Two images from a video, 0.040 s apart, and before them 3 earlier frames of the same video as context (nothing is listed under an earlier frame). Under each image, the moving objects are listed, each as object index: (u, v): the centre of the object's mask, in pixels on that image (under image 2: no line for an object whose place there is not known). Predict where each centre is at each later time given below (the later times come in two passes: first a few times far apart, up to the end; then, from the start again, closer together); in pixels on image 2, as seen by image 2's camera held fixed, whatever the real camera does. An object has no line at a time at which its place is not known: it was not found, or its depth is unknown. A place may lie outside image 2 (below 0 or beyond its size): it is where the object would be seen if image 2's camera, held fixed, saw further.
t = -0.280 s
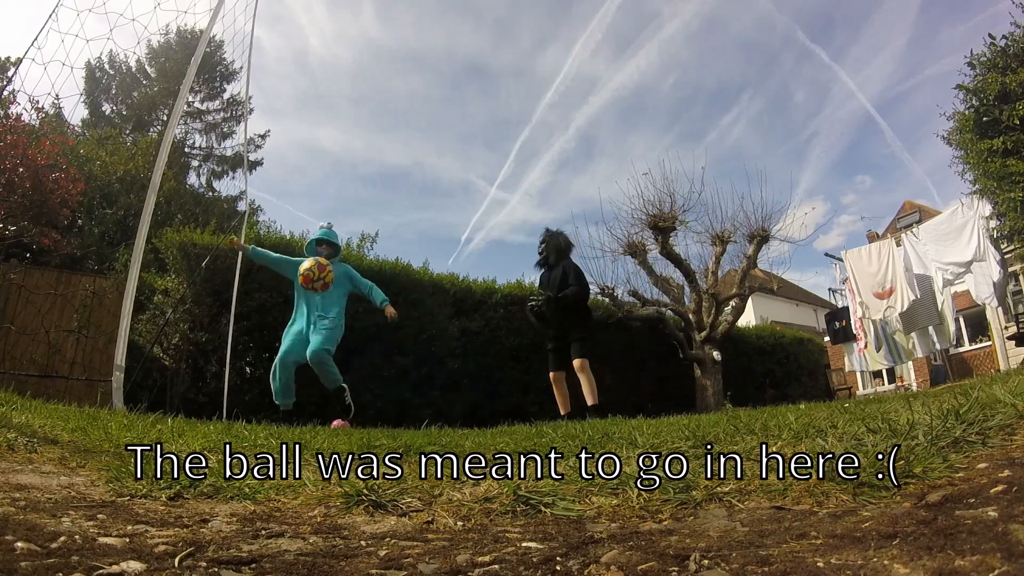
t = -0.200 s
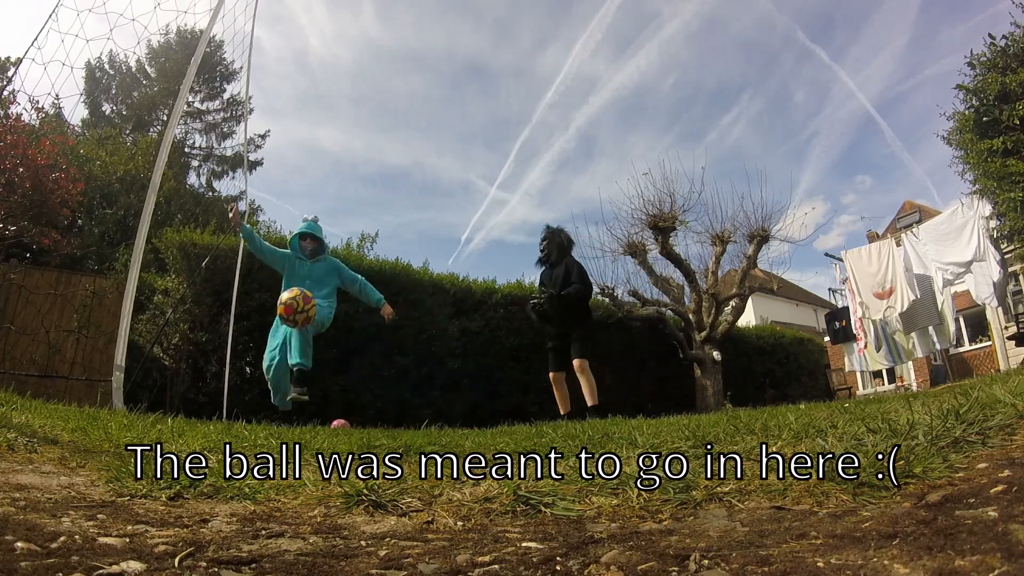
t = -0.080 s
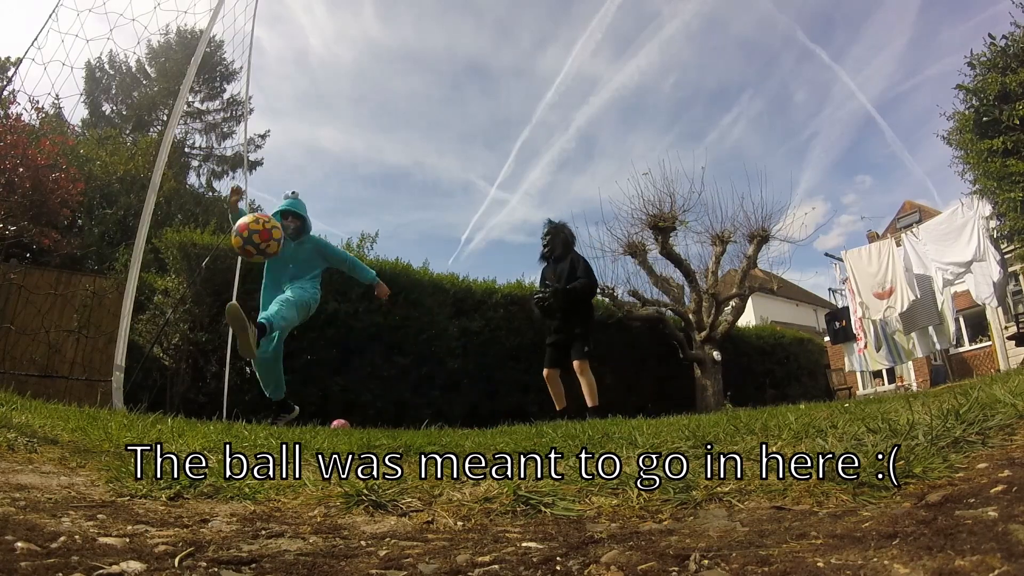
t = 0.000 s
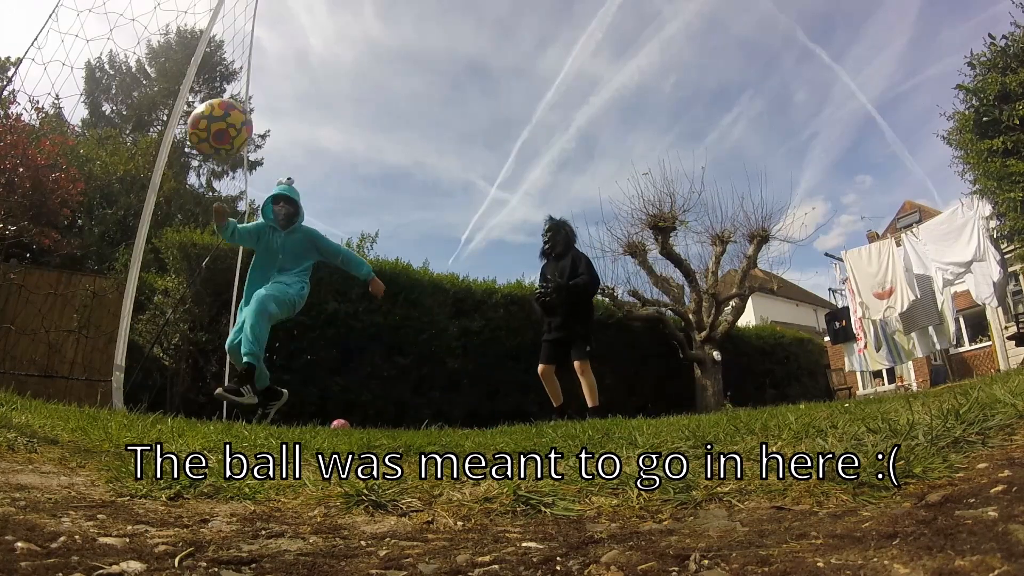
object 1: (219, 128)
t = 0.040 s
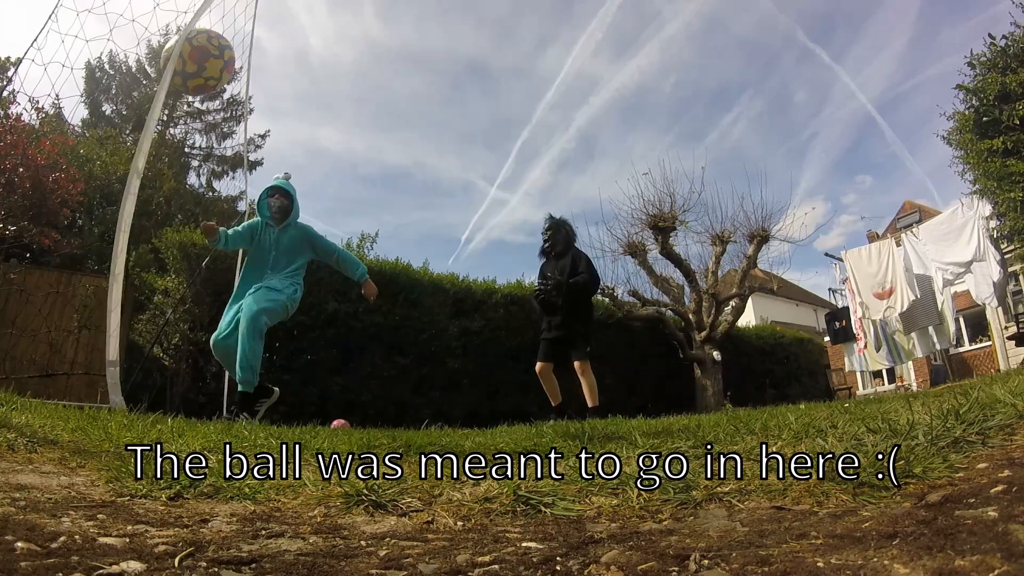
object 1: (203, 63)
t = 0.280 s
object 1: (281, 62)
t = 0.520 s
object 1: (383, 275)
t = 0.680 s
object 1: (426, 415)
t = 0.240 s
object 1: (256, 30)
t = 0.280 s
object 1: (281, 62)
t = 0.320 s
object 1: (303, 97)
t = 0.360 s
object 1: (322, 132)
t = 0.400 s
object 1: (340, 167)
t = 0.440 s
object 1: (355, 203)
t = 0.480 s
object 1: (370, 238)
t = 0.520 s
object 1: (383, 275)
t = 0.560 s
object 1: (395, 312)
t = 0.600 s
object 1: (406, 349)
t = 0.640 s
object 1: (417, 386)
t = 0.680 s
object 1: (426, 415)
